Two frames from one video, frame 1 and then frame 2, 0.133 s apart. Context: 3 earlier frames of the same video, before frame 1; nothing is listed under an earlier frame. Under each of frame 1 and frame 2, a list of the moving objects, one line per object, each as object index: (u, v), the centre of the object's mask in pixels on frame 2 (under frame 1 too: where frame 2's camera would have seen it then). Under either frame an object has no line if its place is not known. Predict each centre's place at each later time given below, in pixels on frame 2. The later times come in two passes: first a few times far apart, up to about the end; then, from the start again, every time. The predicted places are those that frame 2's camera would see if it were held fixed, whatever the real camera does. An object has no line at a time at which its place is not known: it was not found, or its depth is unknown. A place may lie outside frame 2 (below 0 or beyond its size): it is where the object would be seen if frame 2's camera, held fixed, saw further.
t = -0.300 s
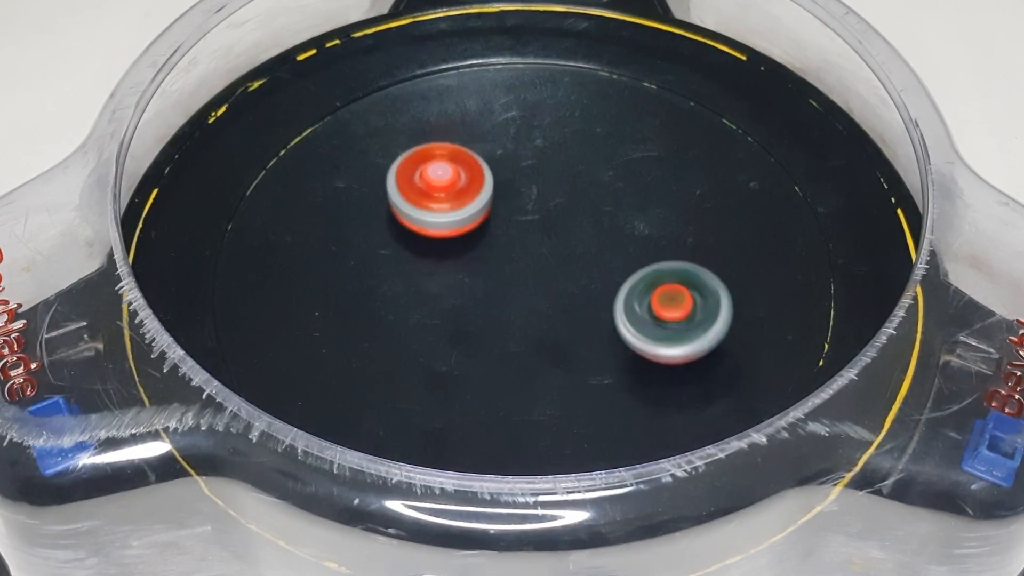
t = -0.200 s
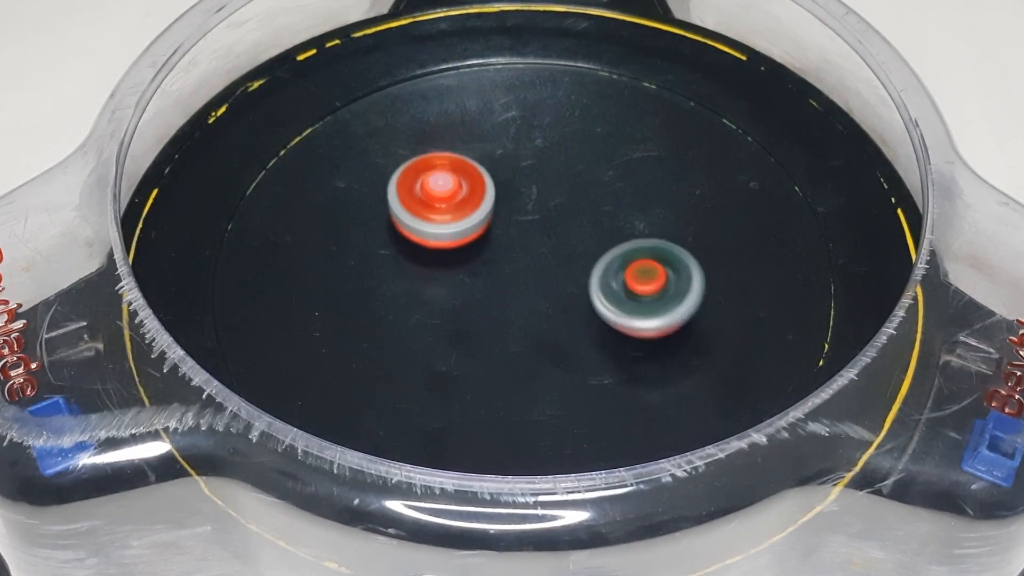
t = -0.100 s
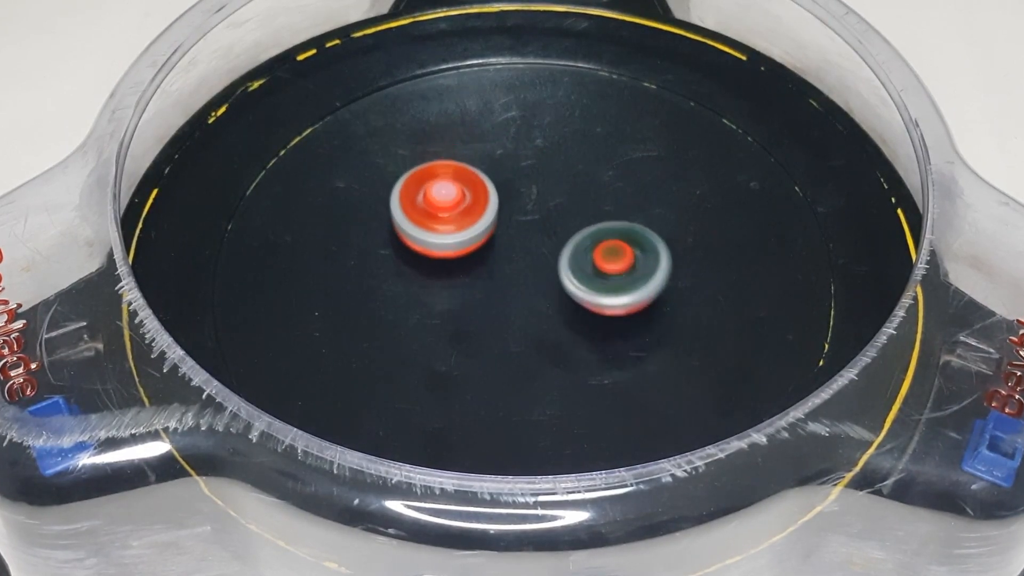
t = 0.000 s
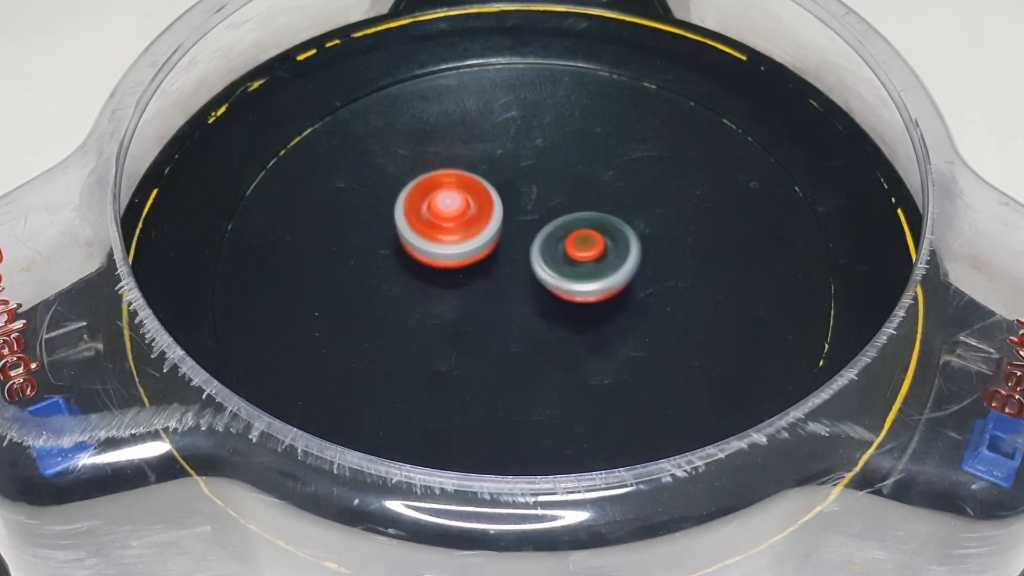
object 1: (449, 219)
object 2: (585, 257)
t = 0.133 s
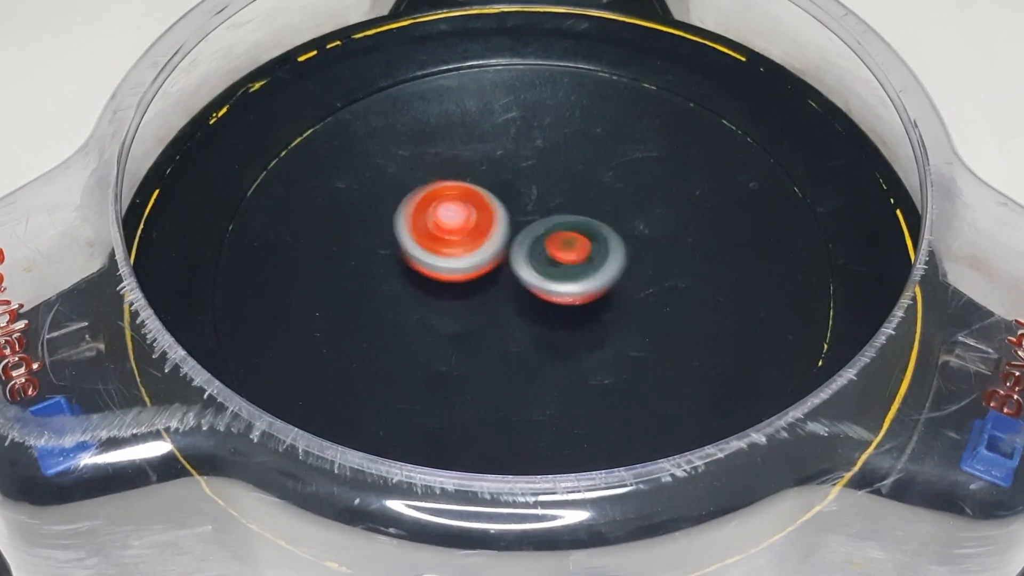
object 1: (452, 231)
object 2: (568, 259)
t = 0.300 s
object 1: (415, 231)
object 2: (643, 285)
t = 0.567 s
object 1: (430, 262)
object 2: (621, 267)
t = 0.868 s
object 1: (477, 290)
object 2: (578, 248)
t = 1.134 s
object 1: (505, 312)
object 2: (571, 214)
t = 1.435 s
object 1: (541, 317)
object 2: (546, 198)
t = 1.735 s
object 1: (564, 309)
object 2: (533, 193)
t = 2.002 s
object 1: (579, 294)
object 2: (526, 205)
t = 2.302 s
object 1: (592, 283)
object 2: (513, 213)
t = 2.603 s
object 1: (677, 316)
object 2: (417, 149)
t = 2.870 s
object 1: (674, 297)
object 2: (442, 204)
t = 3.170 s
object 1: (647, 278)
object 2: (493, 235)
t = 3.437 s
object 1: (733, 284)
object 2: (364, 176)
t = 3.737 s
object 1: (712, 255)
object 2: (312, 198)
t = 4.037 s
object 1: (616, 233)
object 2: (518, 280)
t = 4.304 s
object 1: (615, 195)
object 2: (513, 300)
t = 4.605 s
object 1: (564, 184)
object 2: (553, 290)
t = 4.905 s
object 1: (522, 189)
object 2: (577, 279)
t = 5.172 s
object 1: (495, 202)
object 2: (588, 269)
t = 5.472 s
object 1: (479, 222)
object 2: (584, 257)
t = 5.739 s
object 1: (422, 222)
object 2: (650, 269)
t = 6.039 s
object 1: (419, 242)
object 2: (649, 257)
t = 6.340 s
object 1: (445, 261)
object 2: (622, 246)
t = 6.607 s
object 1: (484, 275)
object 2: (586, 235)
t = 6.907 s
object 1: (467, 312)
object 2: (626, 192)
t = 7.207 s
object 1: (499, 326)
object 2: (594, 196)
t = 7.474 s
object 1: (528, 323)
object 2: (581, 206)
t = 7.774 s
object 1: (556, 324)
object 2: (563, 198)
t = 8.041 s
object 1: (576, 324)
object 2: (541, 180)
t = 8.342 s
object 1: (590, 305)
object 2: (516, 188)
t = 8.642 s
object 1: (594, 276)
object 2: (500, 201)
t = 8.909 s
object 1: (626, 260)
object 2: (455, 196)
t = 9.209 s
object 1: (687, 254)
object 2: (391, 189)
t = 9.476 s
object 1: (670, 244)
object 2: (475, 234)
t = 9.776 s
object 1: (630, 240)
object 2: (518, 239)
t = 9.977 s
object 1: (693, 234)
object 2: (410, 232)
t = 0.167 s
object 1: (432, 225)
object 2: (593, 268)
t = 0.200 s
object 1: (420, 222)
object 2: (613, 275)
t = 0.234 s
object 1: (415, 223)
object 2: (629, 280)
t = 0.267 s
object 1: (414, 227)
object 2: (638, 284)
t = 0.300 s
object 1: (415, 231)
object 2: (643, 285)
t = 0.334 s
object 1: (415, 235)
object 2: (643, 284)
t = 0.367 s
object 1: (416, 239)
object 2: (641, 282)
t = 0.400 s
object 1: (417, 243)
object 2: (639, 280)
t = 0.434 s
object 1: (419, 246)
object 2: (636, 277)
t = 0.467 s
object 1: (421, 250)
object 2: (632, 275)
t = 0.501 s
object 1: (424, 254)
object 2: (629, 272)
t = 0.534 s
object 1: (427, 258)
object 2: (625, 270)
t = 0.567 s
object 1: (430, 262)
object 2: (621, 267)
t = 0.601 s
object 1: (434, 265)
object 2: (616, 265)
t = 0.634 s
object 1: (438, 269)
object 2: (612, 263)
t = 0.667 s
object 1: (442, 272)
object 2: (608, 261)
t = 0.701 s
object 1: (447, 275)
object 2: (603, 258)
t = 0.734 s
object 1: (452, 278)
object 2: (597, 257)
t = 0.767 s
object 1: (458, 281)
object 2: (593, 254)
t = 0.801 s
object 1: (464, 285)
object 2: (588, 253)
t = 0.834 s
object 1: (471, 287)
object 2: (582, 250)
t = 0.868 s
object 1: (477, 290)
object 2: (578, 248)
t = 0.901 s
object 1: (477, 293)
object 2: (580, 244)
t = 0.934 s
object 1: (482, 295)
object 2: (579, 241)
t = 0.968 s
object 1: (487, 297)
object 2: (576, 238)
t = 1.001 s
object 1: (493, 299)
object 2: (573, 235)
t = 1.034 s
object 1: (493, 304)
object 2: (576, 227)
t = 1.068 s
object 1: (495, 307)
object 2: (577, 221)
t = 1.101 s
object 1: (500, 309)
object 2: (574, 218)
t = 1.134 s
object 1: (505, 312)
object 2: (571, 214)
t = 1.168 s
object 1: (509, 313)
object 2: (568, 212)
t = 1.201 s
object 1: (514, 315)
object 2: (564, 209)
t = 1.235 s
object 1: (518, 315)
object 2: (561, 207)
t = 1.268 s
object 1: (522, 316)
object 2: (558, 205)
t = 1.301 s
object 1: (527, 317)
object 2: (555, 204)
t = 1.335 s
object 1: (531, 317)
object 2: (552, 202)
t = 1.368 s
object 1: (534, 317)
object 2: (550, 201)
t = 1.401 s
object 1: (538, 317)
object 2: (548, 199)
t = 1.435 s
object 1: (541, 317)
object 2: (546, 198)
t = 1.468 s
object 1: (544, 317)
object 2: (544, 197)
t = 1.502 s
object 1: (547, 316)
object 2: (542, 195)
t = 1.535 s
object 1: (550, 316)
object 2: (540, 195)
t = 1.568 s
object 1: (553, 315)
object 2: (539, 194)
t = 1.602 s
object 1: (556, 314)
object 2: (537, 193)
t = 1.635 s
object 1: (558, 313)
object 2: (536, 193)
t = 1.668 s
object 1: (560, 312)
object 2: (535, 193)
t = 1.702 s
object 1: (562, 310)
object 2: (534, 193)
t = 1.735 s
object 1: (564, 309)
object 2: (533, 193)
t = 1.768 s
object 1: (566, 307)
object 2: (531, 194)
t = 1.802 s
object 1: (568, 306)
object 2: (530, 194)
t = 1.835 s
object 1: (570, 304)
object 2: (529, 196)
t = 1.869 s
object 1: (572, 302)
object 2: (528, 197)
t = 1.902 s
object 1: (574, 300)
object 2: (528, 198)
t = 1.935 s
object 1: (576, 298)
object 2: (527, 200)
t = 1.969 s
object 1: (577, 296)
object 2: (527, 202)
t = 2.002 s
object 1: (579, 294)
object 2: (526, 205)
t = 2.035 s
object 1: (580, 291)
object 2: (526, 207)
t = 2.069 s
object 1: (581, 289)
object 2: (525, 209)
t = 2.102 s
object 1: (584, 289)
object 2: (523, 208)
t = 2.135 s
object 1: (587, 291)
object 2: (519, 204)
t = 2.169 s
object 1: (589, 289)
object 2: (517, 204)
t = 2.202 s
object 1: (590, 288)
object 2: (516, 206)
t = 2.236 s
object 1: (591, 286)
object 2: (515, 208)
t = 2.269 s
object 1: (592, 284)
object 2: (514, 210)
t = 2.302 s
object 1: (592, 283)
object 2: (513, 213)
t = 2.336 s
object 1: (593, 281)
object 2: (512, 215)
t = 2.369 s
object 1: (593, 279)
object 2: (511, 217)
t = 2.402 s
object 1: (605, 285)
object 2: (498, 208)
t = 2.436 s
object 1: (628, 300)
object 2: (473, 187)
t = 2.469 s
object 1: (645, 311)
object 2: (452, 169)
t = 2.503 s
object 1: (658, 318)
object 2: (437, 157)
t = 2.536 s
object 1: (666, 320)
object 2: (427, 149)
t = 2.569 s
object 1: (672, 319)
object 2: (421, 147)
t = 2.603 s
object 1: (677, 316)
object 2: (417, 149)
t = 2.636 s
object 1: (681, 313)
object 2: (415, 153)
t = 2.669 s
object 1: (684, 310)
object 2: (415, 158)
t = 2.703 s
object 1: (685, 308)
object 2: (415, 164)
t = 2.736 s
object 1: (684, 305)
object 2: (418, 171)
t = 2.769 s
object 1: (682, 303)
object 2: (423, 180)
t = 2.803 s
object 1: (679, 301)
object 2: (428, 188)
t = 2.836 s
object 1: (677, 299)
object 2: (434, 196)
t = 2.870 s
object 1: (674, 297)
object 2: (442, 204)
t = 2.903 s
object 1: (672, 295)
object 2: (449, 212)
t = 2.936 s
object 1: (669, 293)
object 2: (456, 218)
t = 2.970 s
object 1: (667, 291)
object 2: (463, 223)
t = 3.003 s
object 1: (664, 289)
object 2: (470, 228)
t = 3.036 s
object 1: (661, 286)
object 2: (476, 231)
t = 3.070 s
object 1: (658, 284)
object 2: (481, 233)
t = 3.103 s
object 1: (655, 282)
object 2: (485, 234)
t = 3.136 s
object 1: (651, 280)
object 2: (489, 235)
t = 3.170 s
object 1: (647, 278)
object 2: (493, 235)
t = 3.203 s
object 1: (642, 275)
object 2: (496, 236)
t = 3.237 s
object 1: (637, 273)
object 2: (500, 237)
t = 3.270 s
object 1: (631, 270)
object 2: (504, 238)
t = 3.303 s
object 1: (625, 266)
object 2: (508, 239)
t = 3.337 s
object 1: (623, 263)
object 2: (505, 236)
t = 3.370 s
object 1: (666, 272)
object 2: (453, 217)
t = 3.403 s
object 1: (703, 280)
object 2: (405, 196)
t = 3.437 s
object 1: (733, 284)
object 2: (364, 176)
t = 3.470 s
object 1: (754, 286)
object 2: (332, 161)
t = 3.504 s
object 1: (765, 287)
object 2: (309, 150)
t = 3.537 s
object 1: (768, 285)
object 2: (293, 145)
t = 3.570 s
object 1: (765, 281)
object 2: (285, 147)
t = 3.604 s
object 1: (759, 275)
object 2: (281, 153)
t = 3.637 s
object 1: (751, 270)
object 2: (281, 162)
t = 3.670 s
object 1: (740, 265)
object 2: (287, 173)
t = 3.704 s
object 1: (727, 260)
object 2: (298, 185)
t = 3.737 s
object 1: (712, 255)
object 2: (312, 198)
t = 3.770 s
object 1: (697, 250)
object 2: (331, 212)
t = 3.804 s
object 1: (681, 247)
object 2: (353, 226)
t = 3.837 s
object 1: (665, 244)
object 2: (377, 238)
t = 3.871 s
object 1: (652, 241)
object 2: (403, 250)
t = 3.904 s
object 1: (640, 239)
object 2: (429, 260)
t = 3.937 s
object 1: (630, 238)
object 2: (455, 268)
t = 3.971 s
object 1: (623, 237)
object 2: (480, 274)
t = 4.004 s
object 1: (617, 236)
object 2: (502, 278)
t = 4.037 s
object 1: (616, 233)
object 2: (518, 280)
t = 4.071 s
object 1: (629, 223)
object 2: (508, 290)
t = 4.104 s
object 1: (638, 214)
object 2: (500, 297)
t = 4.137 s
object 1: (640, 209)
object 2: (496, 301)
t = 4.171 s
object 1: (636, 206)
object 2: (496, 302)
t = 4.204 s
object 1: (631, 203)
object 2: (498, 302)
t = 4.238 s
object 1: (626, 200)
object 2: (503, 301)
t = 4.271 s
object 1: (621, 198)
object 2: (508, 300)
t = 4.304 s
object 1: (615, 195)
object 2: (513, 300)
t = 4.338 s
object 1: (609, 193)
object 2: (518, 299)
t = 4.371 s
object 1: (604, 191)
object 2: (523, 298)
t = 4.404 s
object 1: (598, 189)
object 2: (527, 297)
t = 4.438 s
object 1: (592, 187)
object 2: (532, 296)
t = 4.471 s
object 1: (587, 186)
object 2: (536, 295)
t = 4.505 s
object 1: (581, 185)
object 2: (541, 294)
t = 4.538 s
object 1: (576, 184)
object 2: (545, 293)
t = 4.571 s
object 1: (570, 184)
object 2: (549, 291)
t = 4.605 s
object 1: (564, 184)
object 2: (553, 290)
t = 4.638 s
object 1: (559, 184)
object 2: (556, 289)
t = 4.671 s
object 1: (554, 184)
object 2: (560, 288)
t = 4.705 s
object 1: (549, 184)
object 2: (563, 287)
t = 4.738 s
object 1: (544, 184)
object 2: (566, 285)
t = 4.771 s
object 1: (539, 185)
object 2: (569, 284)
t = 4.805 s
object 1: (535, 186)
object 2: (571, 283)
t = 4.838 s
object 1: (530, 187)
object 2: (573, 282)
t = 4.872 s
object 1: (526, 188)
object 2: (575, 280)
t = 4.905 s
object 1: (522, 189)
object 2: (577, 279)
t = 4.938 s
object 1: (518, 190)
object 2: (579, 278)
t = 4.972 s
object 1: (515, 191)
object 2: (581, 277)
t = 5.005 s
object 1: (511, 193)
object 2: (583, 275)
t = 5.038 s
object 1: (507, 194)
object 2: (584, 274)
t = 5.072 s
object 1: (504, 196)
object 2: (585, 273)
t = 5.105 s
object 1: (501, 198)
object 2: (586, 272)
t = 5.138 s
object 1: (498, 199)
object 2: (587, 271)
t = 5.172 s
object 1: (495, 202)
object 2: (588, 269)
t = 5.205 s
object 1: (492, 204)
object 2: (589, 268)
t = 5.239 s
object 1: (490, 206)
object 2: (589, 267)
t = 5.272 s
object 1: (488, 208)
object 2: (589, 265)
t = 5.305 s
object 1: (486, 210)
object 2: (589, 264)
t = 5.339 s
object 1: (484, 212)
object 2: (588, 263)
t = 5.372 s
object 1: (483, 215)
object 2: (588, 261)
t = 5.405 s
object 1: (481, 217)
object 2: (587, 260)
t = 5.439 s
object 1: (480, 220)
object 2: (585, 259)
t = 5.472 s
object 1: (479, 222)
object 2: (584, 257)
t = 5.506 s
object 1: (478, 225)
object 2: (583, 256)
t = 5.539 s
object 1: (477, 227)
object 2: (581, 254)
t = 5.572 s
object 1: (476, 230)
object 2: (580, 253)
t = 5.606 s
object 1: (460, 225)
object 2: (597, 257)
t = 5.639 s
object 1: (442, 220)
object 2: (619, 263)
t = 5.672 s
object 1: (431, 218)
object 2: (636, 267)
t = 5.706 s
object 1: (426, 219)
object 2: (646, 269)
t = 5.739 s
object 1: (422, 222)
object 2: (650, 269)
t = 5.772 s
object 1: (419, 224)
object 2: (651, 268)
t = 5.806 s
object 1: (417, 227)
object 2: (652, 267)
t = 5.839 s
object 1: (416, 229)
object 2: (652, 265)
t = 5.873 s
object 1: (416, 232)
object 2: (651, 263)
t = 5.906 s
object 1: (416, 234)
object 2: (651, 262)
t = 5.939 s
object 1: (416, 236)
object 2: (651, 261)
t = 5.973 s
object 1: (416, 239)
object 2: (651, 260)
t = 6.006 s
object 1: (417, 241)
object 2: (650, 258)
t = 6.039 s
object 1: (419, 242)
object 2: (649, 257)
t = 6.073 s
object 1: (420, 245)
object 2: (647, 255)
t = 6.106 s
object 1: (422, 247)
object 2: (646, 254)
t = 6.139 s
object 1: (424, 249)
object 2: (643, 253)
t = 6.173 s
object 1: (427, 251)
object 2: (640, 251)
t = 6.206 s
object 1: (430, 253)
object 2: (637, 250)
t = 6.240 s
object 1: (434, 255)
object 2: (634, 249)
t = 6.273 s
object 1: (437, 257)
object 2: (630, 248)
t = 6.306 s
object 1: (441, 259)
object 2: (626, 247)
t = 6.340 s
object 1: (445, 261)
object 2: (622, 246)
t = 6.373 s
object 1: (449, 262)
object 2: (618, 245)
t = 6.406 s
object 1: (454, 264)
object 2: (613, 244)
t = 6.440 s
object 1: (459, 266)
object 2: (608, 243)
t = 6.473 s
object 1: (464, 268)
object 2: (603, 242)
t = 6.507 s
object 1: (469, 269)
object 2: (597, 240)
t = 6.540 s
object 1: (475, 271)
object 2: (592, 239)
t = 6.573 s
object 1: (480, 273)
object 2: (587, 237)
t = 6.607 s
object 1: (484, 275)
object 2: (586, 235)
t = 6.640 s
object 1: (487, 277)
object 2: (585, 233)
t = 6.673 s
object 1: (472, 284)
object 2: (604, 222)
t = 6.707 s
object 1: (460, 290)
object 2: (620, 213)
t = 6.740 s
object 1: (454, 296)
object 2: (631, 206)
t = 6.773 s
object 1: (454, 299)
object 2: (636, 201)
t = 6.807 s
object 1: (457, 303)
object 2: (636, 198)
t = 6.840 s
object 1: (460, 306)
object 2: (633, 196)
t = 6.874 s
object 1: (463, 309)
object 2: (630, 194)
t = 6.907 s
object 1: (467, 312)
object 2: (626, 192)
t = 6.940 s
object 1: (471, 314)
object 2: (623, 191)
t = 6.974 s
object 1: (474, 316)
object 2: (619, 191)
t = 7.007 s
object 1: (478, 318)
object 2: (615, 190)
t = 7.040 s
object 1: (482, 320)
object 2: (612, 191)
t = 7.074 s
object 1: (485, 321)
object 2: (608, 191)
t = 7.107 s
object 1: (489, 323)
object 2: (604, 192)
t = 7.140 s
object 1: (492, 324)
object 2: (600, 194)
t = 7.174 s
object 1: (496, 325)
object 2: (597, 195)
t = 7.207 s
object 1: (499, 326)
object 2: (594, 196)
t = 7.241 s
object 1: (503, 326)
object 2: (591, 197)
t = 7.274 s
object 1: (506, 326)
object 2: (589, 198)
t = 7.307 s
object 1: (510, 326)
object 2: (588, 199)
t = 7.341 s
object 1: (514, 326)
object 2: (586, 200)
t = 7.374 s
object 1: (517, 325)
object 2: (585, 201)
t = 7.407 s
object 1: (521, 325)
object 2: (584, 203)
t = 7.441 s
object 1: (525, 324)
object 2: (582, 204)
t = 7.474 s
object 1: (528, 323)
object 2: (581, 206)
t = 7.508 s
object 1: (532, 322)
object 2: (579, 208)
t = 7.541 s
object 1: (536, 320)
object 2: (577, 210)
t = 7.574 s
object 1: (540, 319)
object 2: (575, 211)
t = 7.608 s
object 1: (543, 317)
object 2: (573, 213)
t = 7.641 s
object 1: (547, 315)
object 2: (570, 215)
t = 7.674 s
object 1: (550, 313)
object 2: (567, 217)
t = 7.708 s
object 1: (554, 310)
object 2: (565, 218)
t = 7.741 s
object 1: (556, 313)
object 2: (563, 213)
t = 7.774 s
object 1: (556, 324)
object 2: (563, 198)
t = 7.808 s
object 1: (557, 329)
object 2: (562, 187)
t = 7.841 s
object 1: (560, 330)
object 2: (561, 180)
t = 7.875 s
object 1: (563, 329)
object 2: (558, 178)
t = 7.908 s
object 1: (566, 328)
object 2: (555, 178)
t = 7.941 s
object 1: (569, 327)
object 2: (551, 178)
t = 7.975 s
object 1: (572, 326)
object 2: (547, 179)
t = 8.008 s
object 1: (574, 325)
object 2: (544, 179)
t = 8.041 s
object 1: (576, 324)
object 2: (541, 180)
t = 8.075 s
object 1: (579, 322)
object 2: (537, 181)
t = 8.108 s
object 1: (581, 321)
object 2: (534, 182)
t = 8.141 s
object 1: (582, 319)
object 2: (531, 183)
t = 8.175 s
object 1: (584, 317)
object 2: (528, 184)
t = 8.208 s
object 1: (586, 315)
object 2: (525, 185)
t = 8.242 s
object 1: (587, 313)
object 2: (523, 186)
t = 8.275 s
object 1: (588, 310)
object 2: (520, 187)
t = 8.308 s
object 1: (589, 308)
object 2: (518, 188)
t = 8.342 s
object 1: (590, 305)
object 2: (516, 188)
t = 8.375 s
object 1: (591, 302)
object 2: (514, 189)
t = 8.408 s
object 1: (592, 300)
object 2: (512, 190)
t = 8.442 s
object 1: (592, 297)
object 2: (510, 191)
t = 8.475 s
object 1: (593, 294)
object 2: (508, 193)
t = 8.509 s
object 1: (593, 291)
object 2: (507, 194)
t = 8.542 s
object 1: (594, 287)
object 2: (505, 196)
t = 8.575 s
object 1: (594, 283)
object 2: (503, 197)
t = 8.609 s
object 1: (594, 280)
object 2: (502, 199)
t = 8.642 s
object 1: (594, 276)
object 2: (500, 201)
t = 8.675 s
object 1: (595, 272)
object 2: (499, 202)
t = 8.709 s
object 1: (595, 269)
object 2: (498, 204)
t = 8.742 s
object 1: (594, 265)
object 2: (497, 206)
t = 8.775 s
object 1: (594, 261)
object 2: (496, 208)
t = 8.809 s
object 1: (594, 258)
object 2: (495, 210)
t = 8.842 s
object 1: (593, 254)
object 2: (495, 212)
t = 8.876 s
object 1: (597, 252)
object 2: (488, 211)
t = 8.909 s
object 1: (626, 260)
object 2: (455, 196)
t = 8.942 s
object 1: (650, 266)
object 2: (428, 183)
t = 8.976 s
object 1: (667, 269)
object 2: (407, 174)
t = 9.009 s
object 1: (679, 271)
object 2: (394, 169)
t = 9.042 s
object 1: (684, 269)
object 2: (386, 167)
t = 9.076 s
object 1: (687, 266)
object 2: (382, 169)
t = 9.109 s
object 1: (688, 263)
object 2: (380, 173)
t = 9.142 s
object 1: (689, 260)
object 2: (382, 177)
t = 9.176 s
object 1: (688, 257)
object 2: (385, 182)
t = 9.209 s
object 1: (687, 254)
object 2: (391, 189)
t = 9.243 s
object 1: (685, 253)
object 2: (399, 195)
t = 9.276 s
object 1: (682, 251)
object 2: (409, 202)
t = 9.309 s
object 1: (680, 250)
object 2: (420, 209)
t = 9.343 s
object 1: (678, 248)
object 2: (432, 216)
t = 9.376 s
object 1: (676, 247)
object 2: (444, 222)
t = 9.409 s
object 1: (675, 246)
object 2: (456, 227)
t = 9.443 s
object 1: (673, 245)
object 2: (466, 231)
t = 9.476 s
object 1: (670, 244)
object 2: (475, 234)
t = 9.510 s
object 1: (667, 244)
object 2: (483, 236)
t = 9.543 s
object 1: (663, 243)
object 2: (489, 237)
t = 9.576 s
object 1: (660, 243)
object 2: (494, 238)
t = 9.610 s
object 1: (655, 243)
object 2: (498, 238)
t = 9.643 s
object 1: (651, 242)
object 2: (502, 238)
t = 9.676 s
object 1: (646, 242)
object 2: (507, 238)
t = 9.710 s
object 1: (640, 241)
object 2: (511, 238)
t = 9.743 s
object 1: (635, 241)
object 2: (515, 238)
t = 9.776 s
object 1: (630, 240)
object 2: (518, 239)
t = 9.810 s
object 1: (632, 240)
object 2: (512, 239)
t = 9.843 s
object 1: (629, 240)
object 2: (509, 239)
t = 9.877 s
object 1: (624, 239)
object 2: (510, 240)
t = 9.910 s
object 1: (633, 238)
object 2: (497, 240)
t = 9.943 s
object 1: (667, 236)
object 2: (450, 237)
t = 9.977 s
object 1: (693, 234)
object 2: (410, 232)
